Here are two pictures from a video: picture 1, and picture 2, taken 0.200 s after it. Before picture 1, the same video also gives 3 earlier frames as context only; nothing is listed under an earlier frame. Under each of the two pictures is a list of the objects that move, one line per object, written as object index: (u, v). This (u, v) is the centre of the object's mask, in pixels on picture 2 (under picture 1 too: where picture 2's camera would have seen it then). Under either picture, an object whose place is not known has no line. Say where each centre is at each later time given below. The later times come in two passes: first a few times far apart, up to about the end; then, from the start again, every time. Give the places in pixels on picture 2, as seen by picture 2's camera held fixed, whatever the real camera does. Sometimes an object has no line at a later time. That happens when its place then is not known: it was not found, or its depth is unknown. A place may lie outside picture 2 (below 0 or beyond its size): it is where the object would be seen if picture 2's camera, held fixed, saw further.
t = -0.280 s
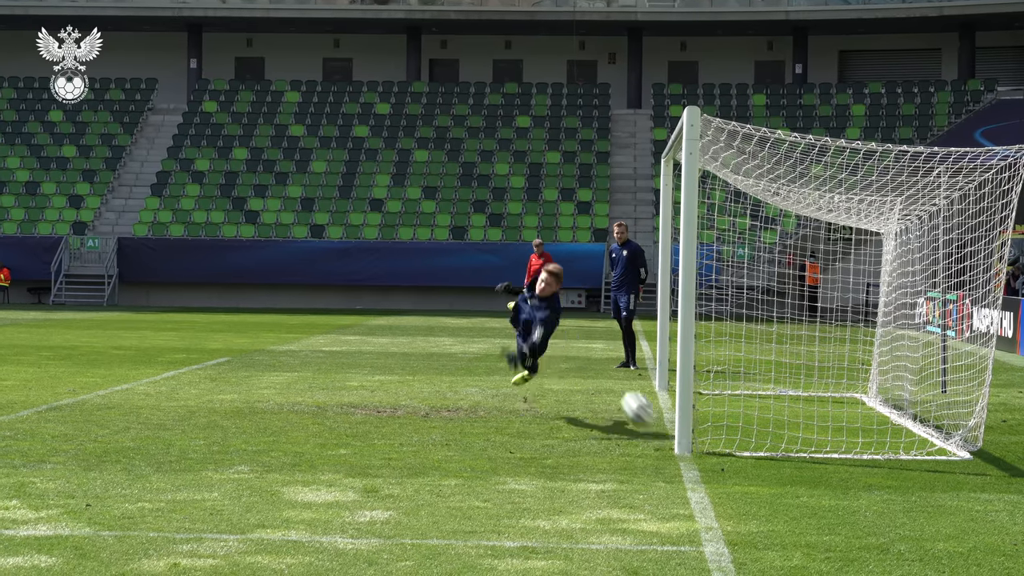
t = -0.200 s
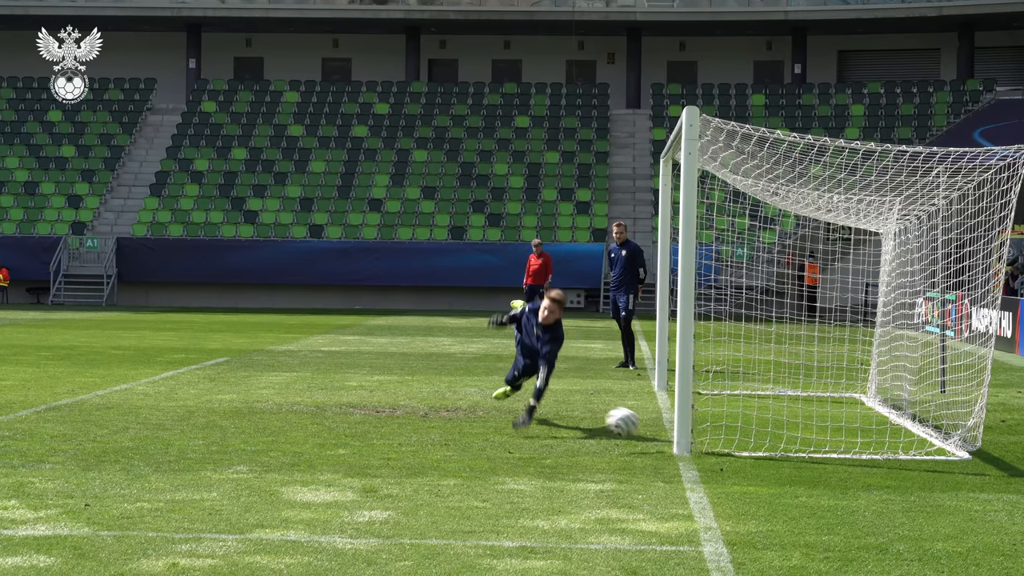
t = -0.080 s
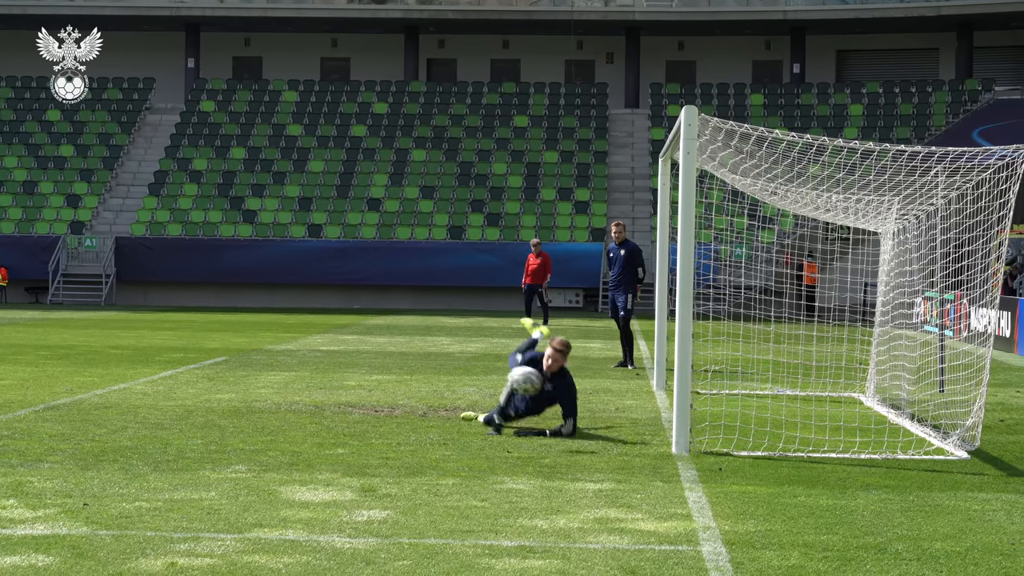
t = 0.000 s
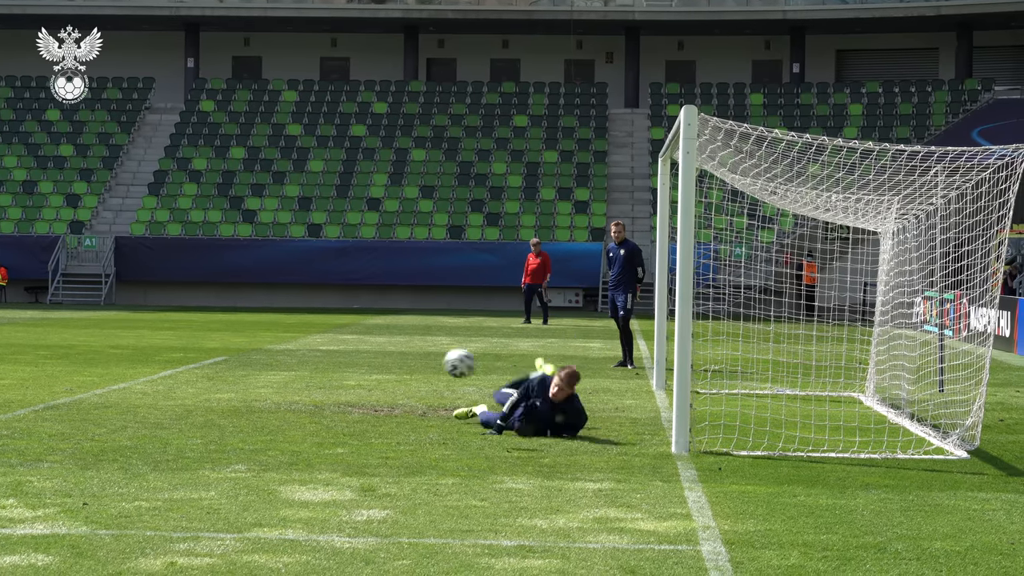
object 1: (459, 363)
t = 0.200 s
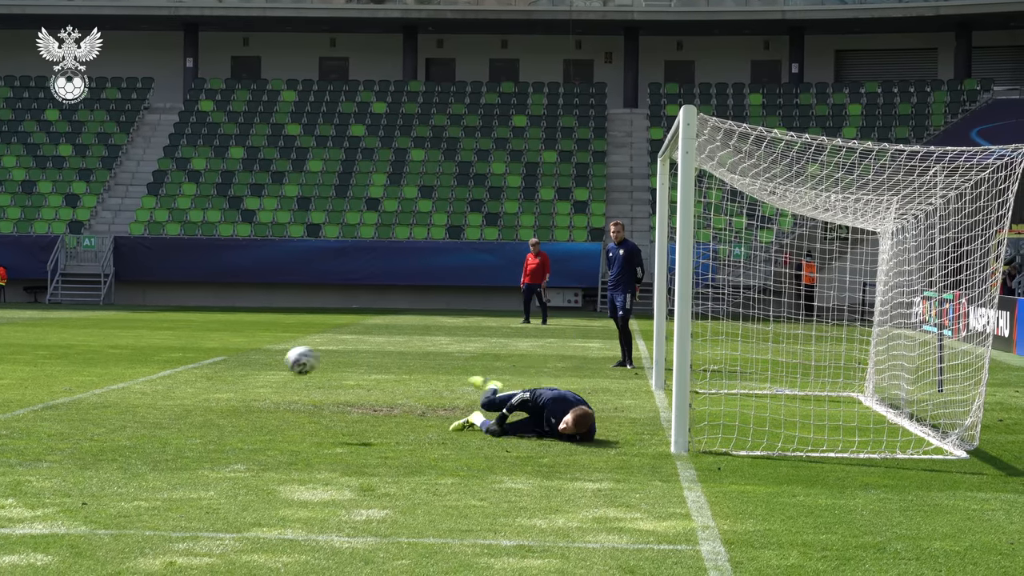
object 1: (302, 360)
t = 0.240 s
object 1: (269, 366)
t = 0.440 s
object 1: (120, 417)
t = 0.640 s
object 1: (6, 374)
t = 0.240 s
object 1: (269, 366)
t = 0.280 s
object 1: (239, 374)
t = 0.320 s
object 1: (209, 385)
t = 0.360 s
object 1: (178, 397)
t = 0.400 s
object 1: (148, 412)
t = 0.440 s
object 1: (120, 417)
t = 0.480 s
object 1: (95, 404)
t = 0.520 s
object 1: (69, 394)
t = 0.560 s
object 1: (45, 385)
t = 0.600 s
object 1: (20, 378)
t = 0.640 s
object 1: (6, 374)
